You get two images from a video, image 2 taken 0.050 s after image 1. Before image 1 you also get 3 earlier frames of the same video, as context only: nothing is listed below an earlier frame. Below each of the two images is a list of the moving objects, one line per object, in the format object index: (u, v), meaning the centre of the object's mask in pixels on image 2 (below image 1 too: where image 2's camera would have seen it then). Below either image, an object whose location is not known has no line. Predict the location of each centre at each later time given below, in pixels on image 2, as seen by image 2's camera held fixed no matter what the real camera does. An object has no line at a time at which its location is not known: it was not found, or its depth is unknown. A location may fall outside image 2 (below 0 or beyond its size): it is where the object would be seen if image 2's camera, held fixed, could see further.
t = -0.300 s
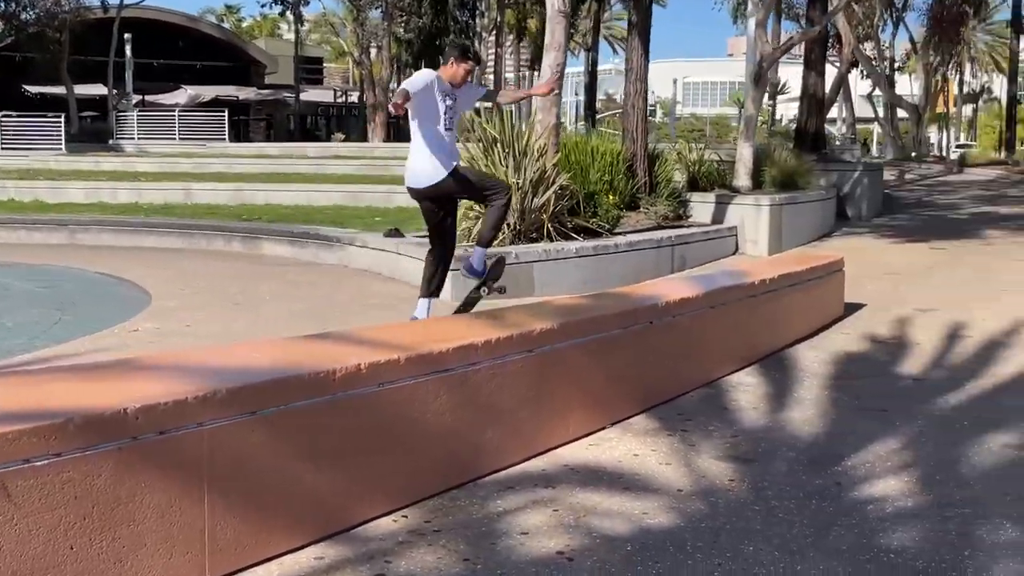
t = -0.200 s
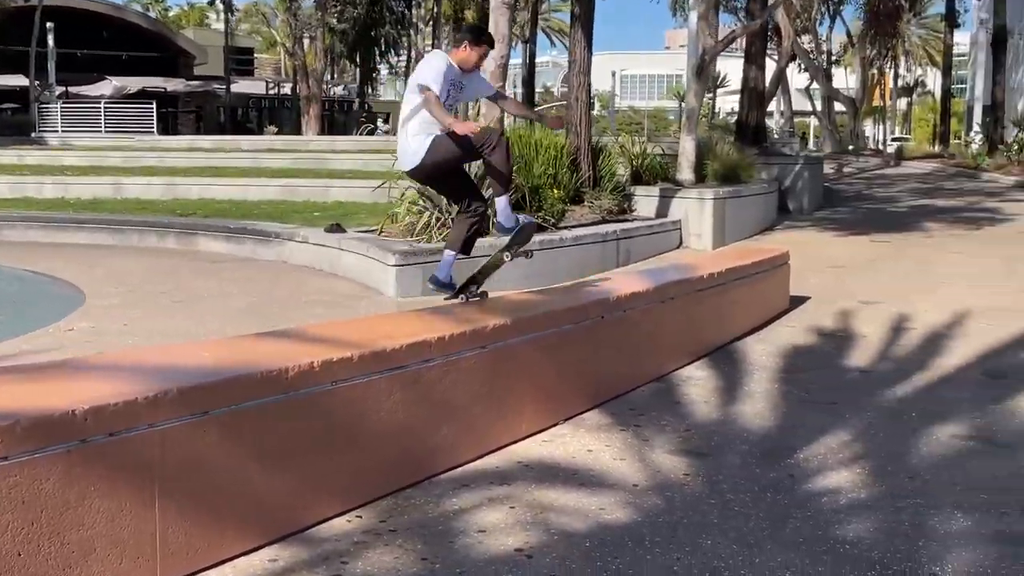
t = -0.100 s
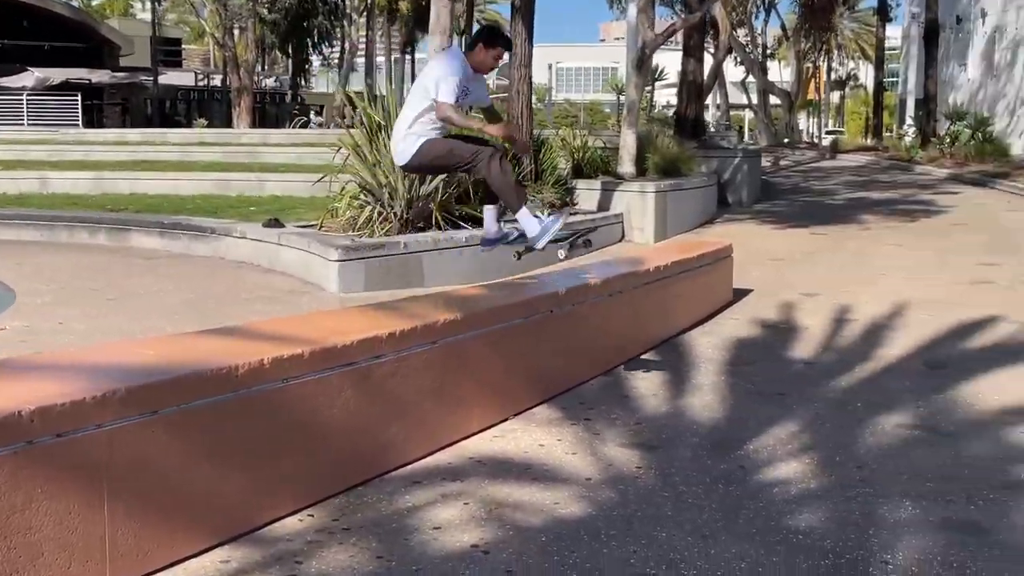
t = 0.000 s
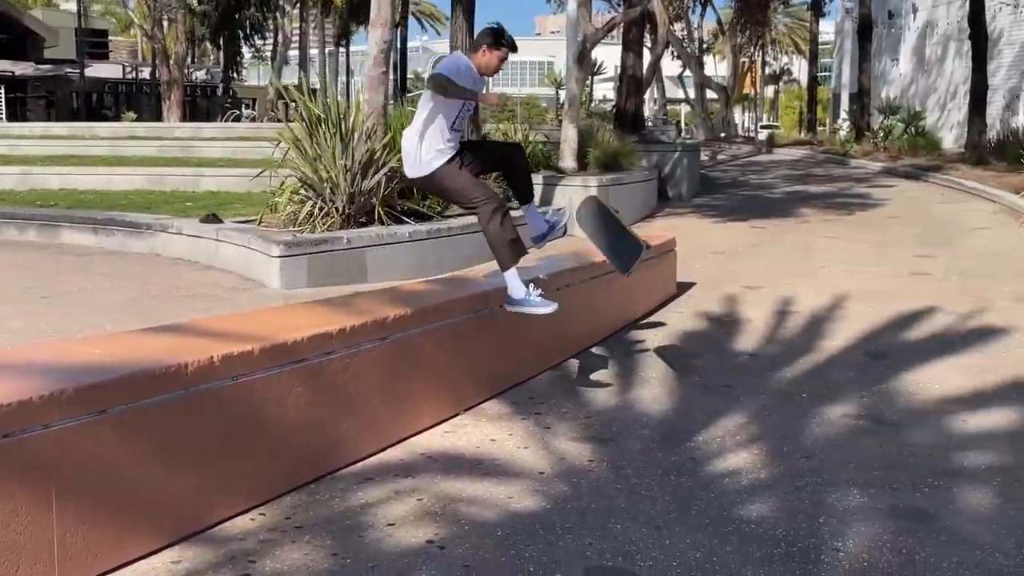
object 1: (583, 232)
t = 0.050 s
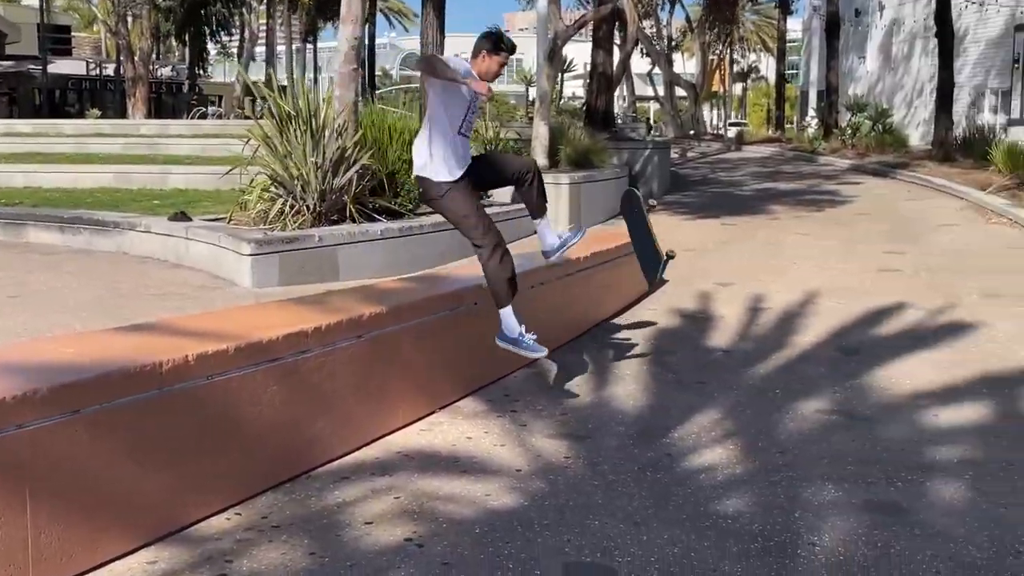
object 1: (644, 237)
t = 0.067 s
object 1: (665, 239)
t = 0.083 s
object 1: (686, 243)
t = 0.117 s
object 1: (727, 259)
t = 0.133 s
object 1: (744, 267)
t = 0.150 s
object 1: (762, 272)
